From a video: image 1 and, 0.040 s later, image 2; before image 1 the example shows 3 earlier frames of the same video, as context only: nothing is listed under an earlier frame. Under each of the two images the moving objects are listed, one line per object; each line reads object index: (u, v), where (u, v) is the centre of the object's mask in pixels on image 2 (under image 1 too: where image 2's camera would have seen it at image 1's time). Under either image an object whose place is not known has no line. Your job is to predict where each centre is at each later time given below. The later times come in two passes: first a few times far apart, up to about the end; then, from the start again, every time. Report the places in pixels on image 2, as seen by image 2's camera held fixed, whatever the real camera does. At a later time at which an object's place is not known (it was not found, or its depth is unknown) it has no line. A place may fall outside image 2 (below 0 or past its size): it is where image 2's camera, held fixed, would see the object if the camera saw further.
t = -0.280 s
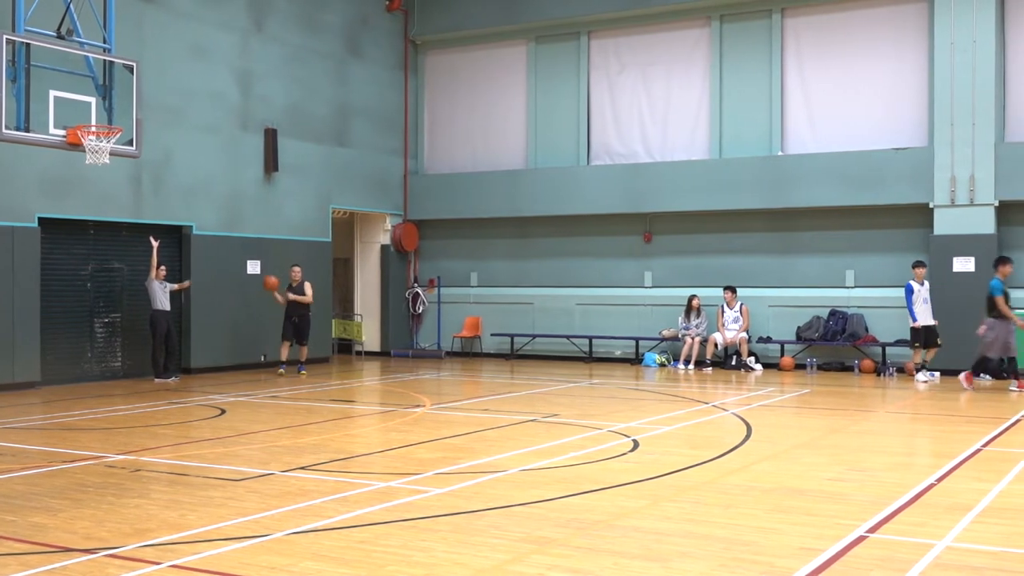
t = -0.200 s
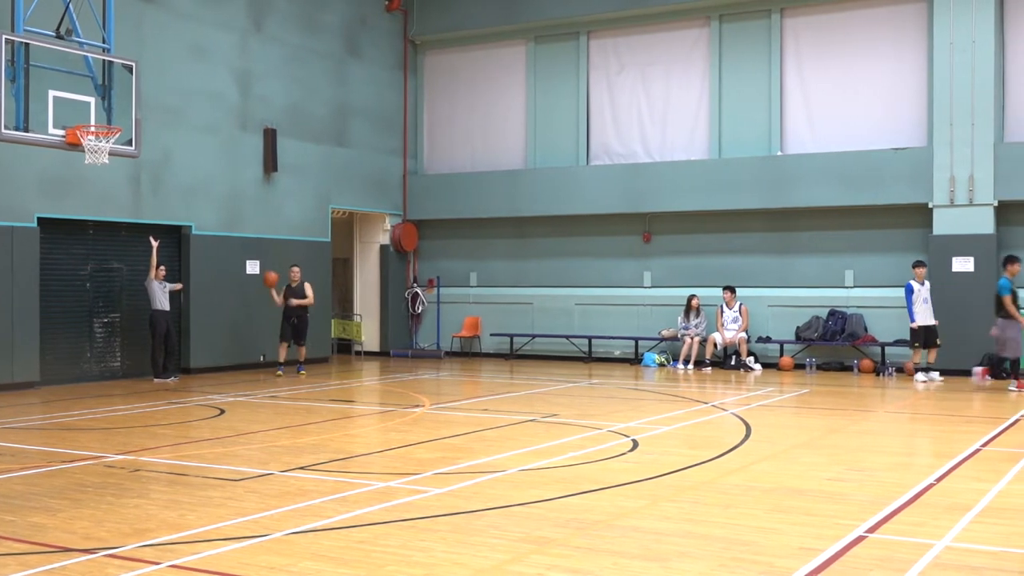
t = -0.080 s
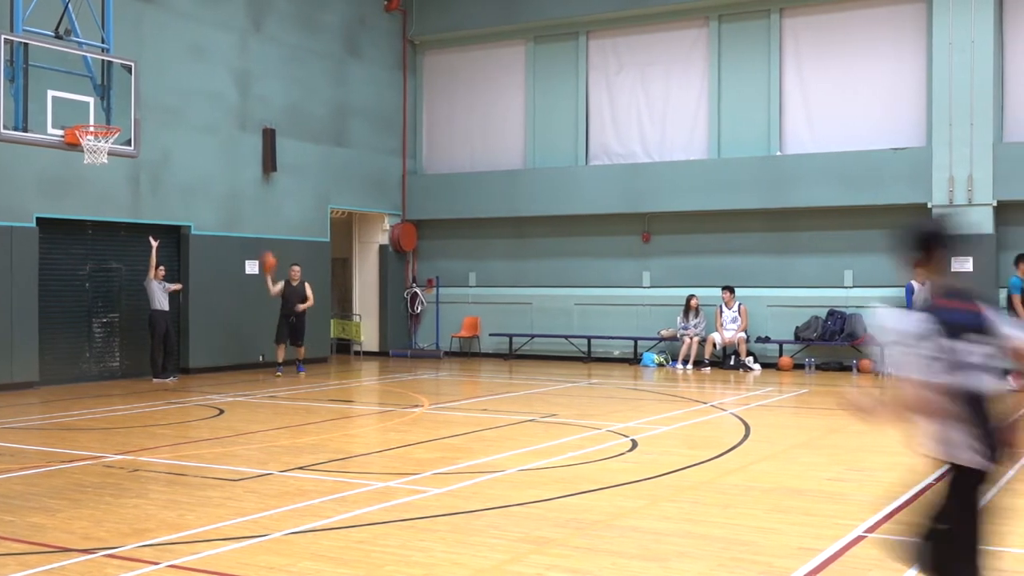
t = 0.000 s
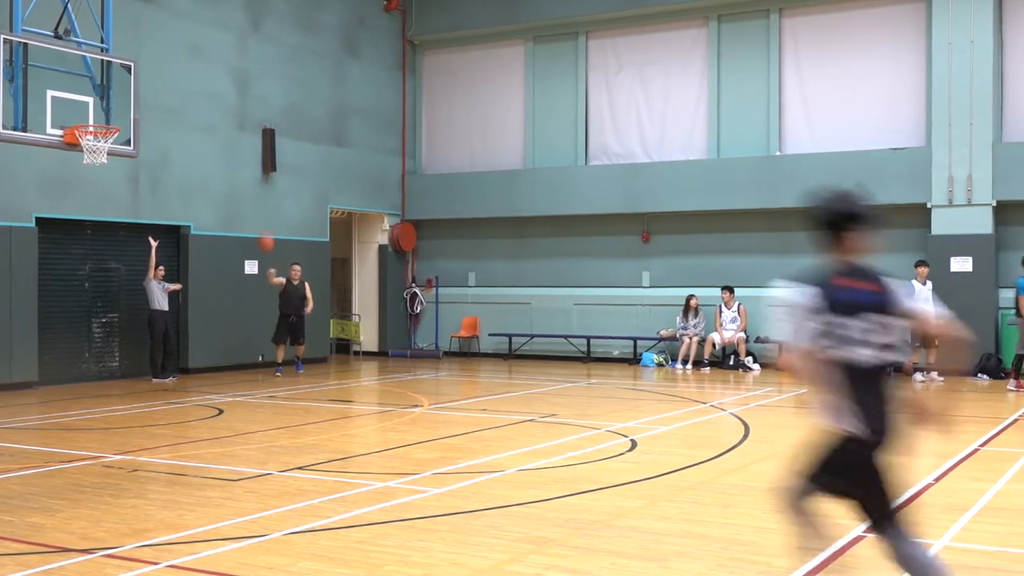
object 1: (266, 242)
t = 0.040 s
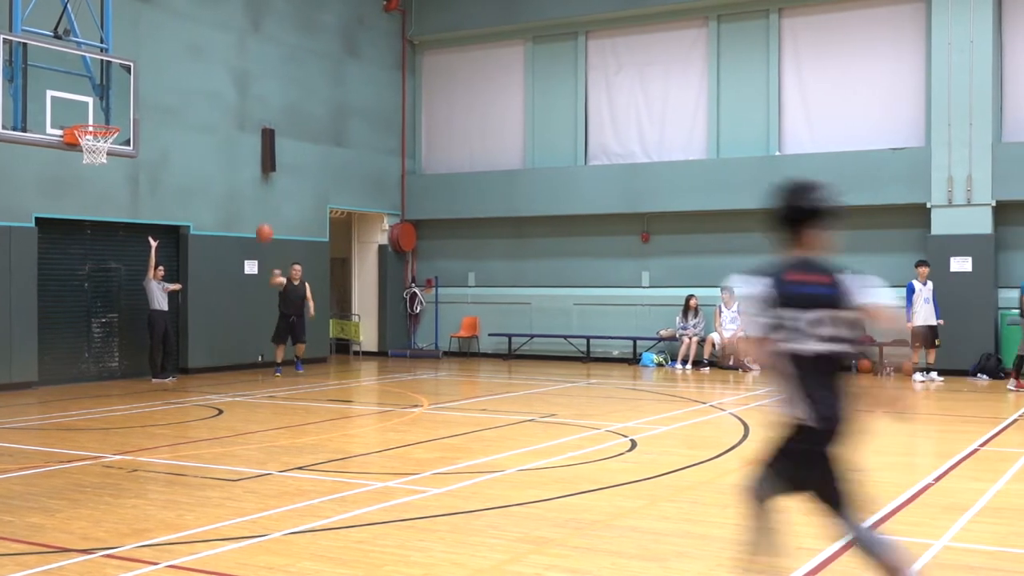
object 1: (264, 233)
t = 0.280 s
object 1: (259, 197)
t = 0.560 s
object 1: (253, 203)
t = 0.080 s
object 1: (264, 225)
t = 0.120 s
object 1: (263, 217)
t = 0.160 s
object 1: (262, 211)
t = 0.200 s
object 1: (261, 206)
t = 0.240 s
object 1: (260, 201)
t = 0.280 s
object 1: (259, 197)
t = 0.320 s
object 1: (258, 194)
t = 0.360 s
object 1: (258, 193)
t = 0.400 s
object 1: (257, 192)
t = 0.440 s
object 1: (256, 193)
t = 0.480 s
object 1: (255, 195)
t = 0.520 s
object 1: (254, 198)
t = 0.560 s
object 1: (253, 203)
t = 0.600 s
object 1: (252, 210)
